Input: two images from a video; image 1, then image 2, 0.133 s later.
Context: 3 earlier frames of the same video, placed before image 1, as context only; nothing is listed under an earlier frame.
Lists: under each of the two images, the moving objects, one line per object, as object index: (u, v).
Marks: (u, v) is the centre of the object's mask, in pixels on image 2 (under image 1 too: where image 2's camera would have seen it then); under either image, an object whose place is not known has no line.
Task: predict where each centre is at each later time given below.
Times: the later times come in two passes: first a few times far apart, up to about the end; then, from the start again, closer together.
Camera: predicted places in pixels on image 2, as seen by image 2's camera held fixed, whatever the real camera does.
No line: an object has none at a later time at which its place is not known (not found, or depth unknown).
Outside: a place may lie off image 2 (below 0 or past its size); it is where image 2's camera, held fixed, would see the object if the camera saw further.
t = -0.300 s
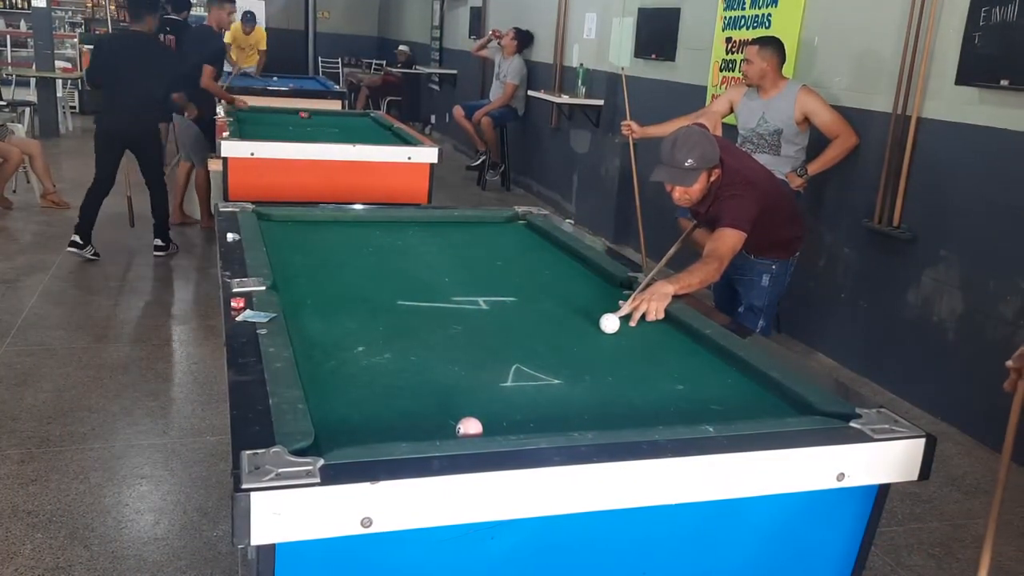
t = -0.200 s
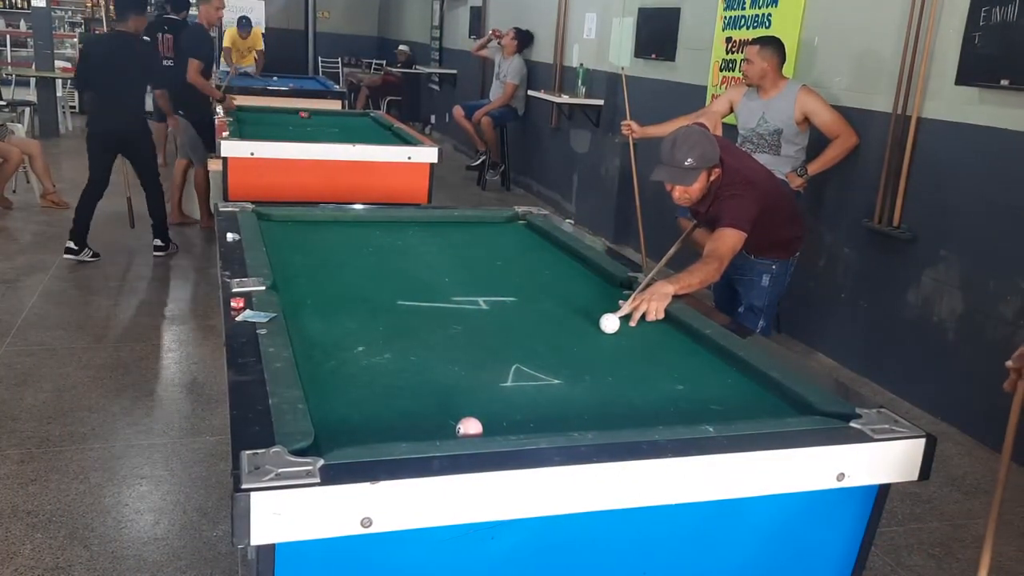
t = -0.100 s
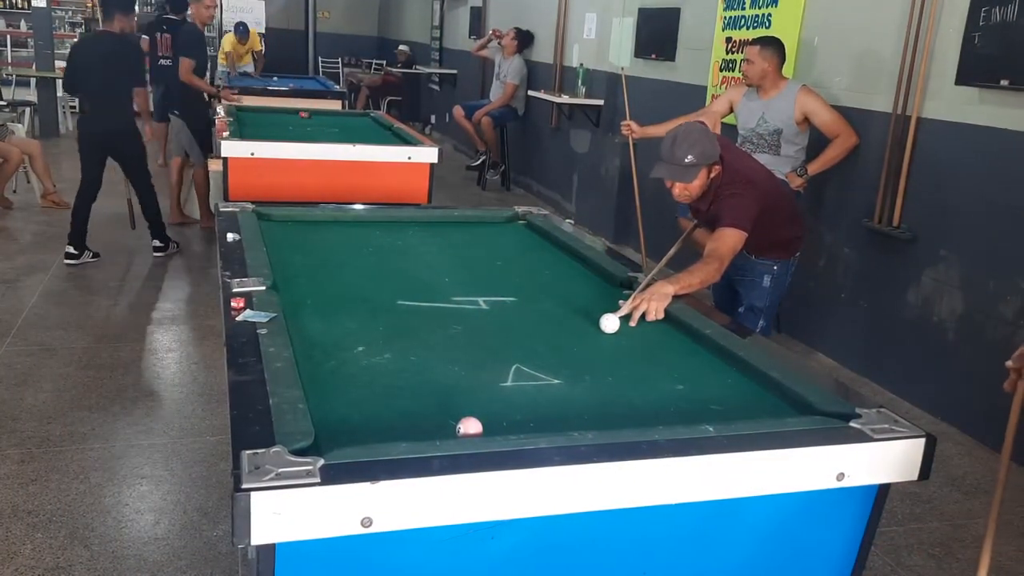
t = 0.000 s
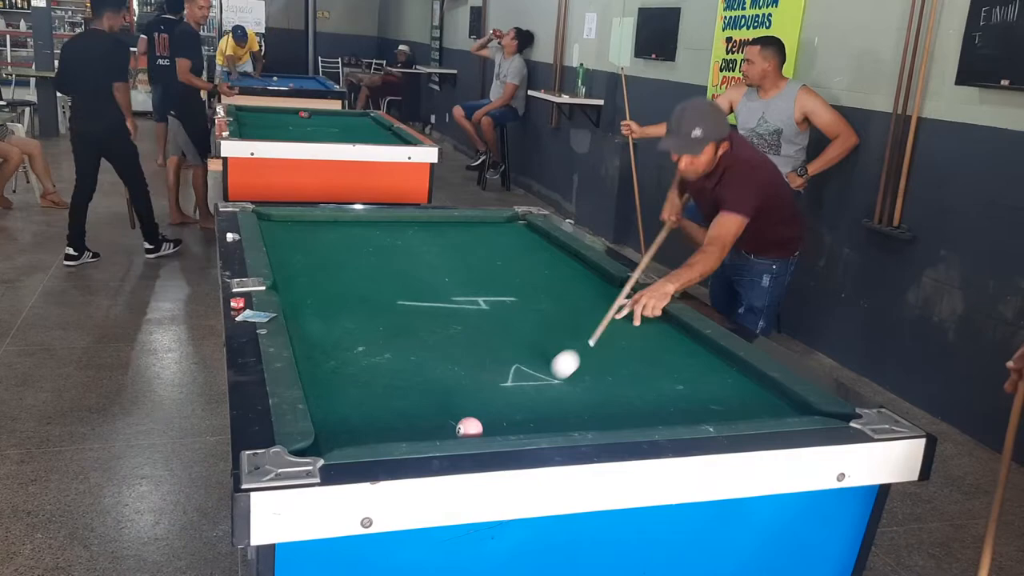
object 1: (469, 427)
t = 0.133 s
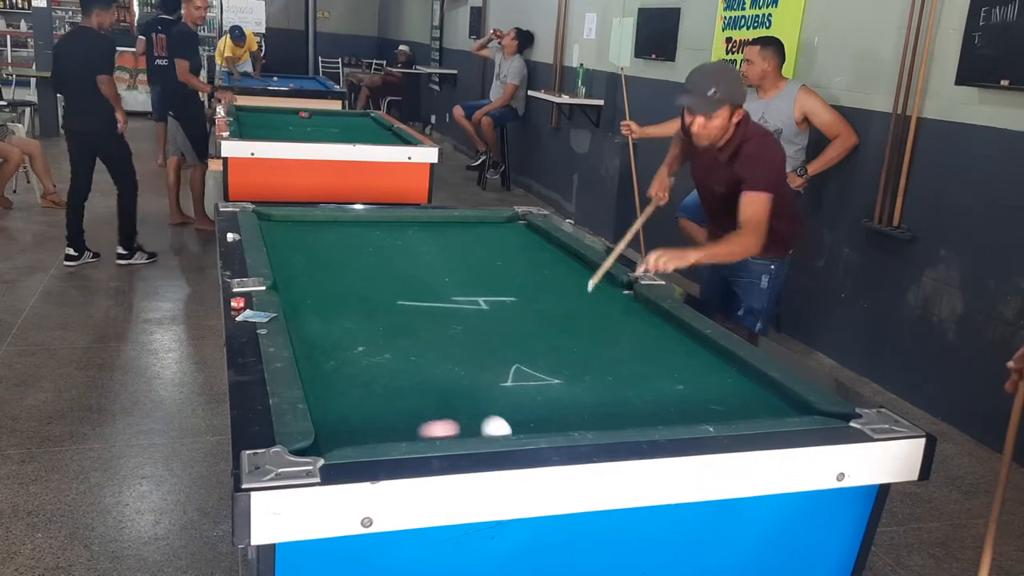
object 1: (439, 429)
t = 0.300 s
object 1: (342, 438)
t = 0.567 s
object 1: (445, 430)
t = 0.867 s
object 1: (548, 423)
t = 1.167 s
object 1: (641, 417)
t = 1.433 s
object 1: (714, 412)
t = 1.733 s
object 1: (790, 407)
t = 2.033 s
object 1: (776, 411)
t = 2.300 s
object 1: (741, 411)
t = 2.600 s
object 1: (708, 410)
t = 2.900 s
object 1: (680, 410)
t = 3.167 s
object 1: (662, 410)
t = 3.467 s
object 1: (642, 409)
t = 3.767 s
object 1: (628, 409)
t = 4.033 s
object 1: (621, 410)
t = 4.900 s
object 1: (618, 410)
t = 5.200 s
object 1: (617, 410)
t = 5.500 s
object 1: (617, 410)
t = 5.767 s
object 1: (619, 410)
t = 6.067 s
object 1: (618, 410)
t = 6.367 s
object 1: (618, 410)
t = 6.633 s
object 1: (618, 410)
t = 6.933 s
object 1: (618, 410)
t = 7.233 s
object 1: (617, 410)
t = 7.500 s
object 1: (618, 410)
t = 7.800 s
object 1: (618, 410)
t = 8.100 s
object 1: (618, 410)
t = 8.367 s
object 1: (618, 410)
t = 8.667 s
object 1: (617, 410)
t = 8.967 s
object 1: (618, 410)
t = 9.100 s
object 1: (618, 410)
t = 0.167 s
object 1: (396, 433)
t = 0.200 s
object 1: (351, 438)
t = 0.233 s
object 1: (326, 443)
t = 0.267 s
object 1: (327, 441)
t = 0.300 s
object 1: (342, 438)
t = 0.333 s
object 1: (356, 437)
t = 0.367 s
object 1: (369, 436)
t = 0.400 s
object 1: (383, 435)
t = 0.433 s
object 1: (395, 434)
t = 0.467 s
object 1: (408, 433)
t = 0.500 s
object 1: (420, 432)
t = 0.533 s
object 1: (433, 431)
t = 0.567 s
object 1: (445, 430)
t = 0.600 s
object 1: (457, 430)
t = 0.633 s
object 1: (469, 429)
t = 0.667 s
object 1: (481, 428)
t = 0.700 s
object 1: (493, 427)
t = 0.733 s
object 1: (504, 426)
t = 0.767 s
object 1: (516, 425)
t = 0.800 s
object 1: (527, 425)
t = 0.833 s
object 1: (537, 424)
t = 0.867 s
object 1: (548, 423)
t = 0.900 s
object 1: (559, 422)
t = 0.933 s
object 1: (570, 422)
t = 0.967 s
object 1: (580, 421)
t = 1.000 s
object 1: (591, 420)
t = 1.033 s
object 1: (601, 419)
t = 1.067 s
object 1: (611, 419)
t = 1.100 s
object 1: (621, 418)
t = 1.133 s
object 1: (631, 417)
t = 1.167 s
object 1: (641, 417)
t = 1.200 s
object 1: (650, 416)
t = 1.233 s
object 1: (660, 415)
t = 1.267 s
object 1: (669, 415)
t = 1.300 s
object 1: (679, 414)
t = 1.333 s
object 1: (688, 414)
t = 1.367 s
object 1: (696, 413)
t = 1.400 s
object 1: (705, 412)
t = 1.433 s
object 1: (714, 412)
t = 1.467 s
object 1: (723, 411)
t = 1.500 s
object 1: (732, 411)
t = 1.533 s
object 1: (740, 410)
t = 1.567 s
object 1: (749, 410)
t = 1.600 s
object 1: (757, 409)
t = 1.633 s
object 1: (766, 408)
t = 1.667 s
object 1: (774, 408)
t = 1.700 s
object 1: (782, 407)
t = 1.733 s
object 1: (790, 407)
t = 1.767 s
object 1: (798, 407)
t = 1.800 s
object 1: (802, 407)
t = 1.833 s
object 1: (799, 408)
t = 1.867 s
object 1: (795, 408)
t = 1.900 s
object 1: (791, 409)
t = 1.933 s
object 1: (787, 410)
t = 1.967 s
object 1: (784, 411)
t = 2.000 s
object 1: (780, 411)
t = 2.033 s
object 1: (776, 411)
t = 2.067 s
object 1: (771, 411)
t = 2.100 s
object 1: (767, 411)
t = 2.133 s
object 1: (762, 411)
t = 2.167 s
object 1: (758, 411)
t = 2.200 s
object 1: (754, 411)
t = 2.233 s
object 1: (750, 411)
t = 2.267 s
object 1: (745, 411)
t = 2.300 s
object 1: (741, 411)
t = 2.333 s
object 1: (737, 410)
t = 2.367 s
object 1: (734, 411)
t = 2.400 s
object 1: (730, 411)
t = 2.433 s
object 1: (726, 411)
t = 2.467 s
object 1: (722, 411)
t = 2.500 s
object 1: (719, 411)
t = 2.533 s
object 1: (715, 410)
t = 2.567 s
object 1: (711, 410)
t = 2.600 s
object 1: (708, 410)
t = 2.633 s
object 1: (705, 410)
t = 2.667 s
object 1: (701, 410)
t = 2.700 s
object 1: (698, 410)
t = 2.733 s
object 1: (695, 410)
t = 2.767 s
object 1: (692, 410)
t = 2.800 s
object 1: (689, 410)
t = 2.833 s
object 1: (686, 410)
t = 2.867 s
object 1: (683, 410)
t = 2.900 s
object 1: (680, 410)
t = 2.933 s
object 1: (677, 410)
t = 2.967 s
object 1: (674, 410)
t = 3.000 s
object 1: (671, 410)
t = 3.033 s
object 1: (669, 410)
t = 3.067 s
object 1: (667, 410)
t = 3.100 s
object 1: (665, 410)
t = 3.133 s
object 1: (664, 410)
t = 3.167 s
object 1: (662, 410)
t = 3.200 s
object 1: (659, 410)
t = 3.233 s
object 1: (657, 410)
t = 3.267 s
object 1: (654, 410)
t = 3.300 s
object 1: (651, 409)
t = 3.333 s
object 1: (649, 409)
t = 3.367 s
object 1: (647, 409)
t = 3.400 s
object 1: (645, 410)
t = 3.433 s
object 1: (643, 410)
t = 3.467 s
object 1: (642, 409)
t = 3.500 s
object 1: (640, 409)
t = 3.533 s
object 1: (638, 409)
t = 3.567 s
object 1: (636, 409)
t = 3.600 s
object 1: (635, 410)
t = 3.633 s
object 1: (633, 410)
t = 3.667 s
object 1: (632, 410)
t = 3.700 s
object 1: (631, 409)
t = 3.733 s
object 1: (630, 409)
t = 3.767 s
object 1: (628, 409)
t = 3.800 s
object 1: (628, 409)
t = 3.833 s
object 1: (626, 410)
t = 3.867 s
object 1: (625, 410)
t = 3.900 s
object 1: (624, 410)
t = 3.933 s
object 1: (623, 410)
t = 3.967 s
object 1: (623, 410)
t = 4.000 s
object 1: (622, 410)
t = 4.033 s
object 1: (621, 410)
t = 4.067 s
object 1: (620, 410)
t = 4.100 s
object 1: (620, 410)
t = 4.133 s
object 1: (619, 410)
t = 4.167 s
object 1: (615, 406)
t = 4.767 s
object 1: (618, 410)
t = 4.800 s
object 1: (618, 410)
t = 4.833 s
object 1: (618, 410)
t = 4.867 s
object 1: (618, 410)
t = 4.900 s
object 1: (618, 410)
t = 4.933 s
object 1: (618, 410)
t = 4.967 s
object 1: (618, 410)
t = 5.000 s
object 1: (618, 410)
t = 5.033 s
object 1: (618, 410)
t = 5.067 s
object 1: (618, 410)
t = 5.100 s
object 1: (618, 410)
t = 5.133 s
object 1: (618, 410)
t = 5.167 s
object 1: (618, 410)
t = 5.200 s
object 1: (617, 410)
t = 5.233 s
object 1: (618, 410)
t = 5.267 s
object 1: (617, 410)
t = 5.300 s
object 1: (618, 410)
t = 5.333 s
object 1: (618, 410)
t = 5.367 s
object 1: (618, 410)
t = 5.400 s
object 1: (618, 410)
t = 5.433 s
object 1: (617, 410)
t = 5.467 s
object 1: (617, 410)
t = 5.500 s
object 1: (617, 410)
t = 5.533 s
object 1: (617, 410)
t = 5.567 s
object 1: (617, 410)
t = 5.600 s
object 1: (617, 410)
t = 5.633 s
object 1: (618, 410)
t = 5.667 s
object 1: (618, 410)
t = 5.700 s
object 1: (619, 410)
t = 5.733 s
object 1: (619, 410)
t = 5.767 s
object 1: (619, 410)
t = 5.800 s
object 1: (618, 410)
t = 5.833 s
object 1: (618, 410)
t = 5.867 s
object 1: (618, 410)
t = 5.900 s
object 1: (617, 410)
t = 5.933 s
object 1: (618, 410)
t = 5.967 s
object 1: (618, 410)
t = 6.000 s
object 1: (618, 410)
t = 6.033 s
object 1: (618, 410)
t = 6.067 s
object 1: (618, 410)
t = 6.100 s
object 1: (618, 410)
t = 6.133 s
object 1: (618, 410)
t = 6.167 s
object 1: (618, 410)
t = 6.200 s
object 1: (618, 410)
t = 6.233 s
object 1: (618, 410)
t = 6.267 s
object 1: (618, 410)
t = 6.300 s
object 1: (618, 410)
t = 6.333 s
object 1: (618, 410)
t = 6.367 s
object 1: (618, 410)
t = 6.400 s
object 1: (618, 410)
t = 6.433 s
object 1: (618, 410)
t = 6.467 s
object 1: (618, 410)
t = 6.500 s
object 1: (618, 410)
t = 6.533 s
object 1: (618, 410)
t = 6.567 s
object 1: (618, 410)
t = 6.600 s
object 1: (618, 410)
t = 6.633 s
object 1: (618, 410)
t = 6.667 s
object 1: (618, 410)
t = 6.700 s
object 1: (618, 410)
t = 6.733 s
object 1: (618, 410)
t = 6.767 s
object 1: (618, 410)
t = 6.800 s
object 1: (618, 410)
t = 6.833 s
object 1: (618, 410)
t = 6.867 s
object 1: (618, 410)
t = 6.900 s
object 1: (618, 410)
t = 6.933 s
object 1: (618, 410)
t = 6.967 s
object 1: (618, 410)
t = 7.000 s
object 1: (618, 410)
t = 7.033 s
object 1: (618, 410)
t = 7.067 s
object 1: (618, 410)
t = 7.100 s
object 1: (618, 410)
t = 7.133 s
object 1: (618, 410)
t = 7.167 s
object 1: (618, 410)
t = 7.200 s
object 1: (618, 410)
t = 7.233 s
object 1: (617, 410)
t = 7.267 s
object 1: (617, 410)
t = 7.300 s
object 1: (618, 410)
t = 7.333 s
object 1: (617, 410)
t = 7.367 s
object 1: (617, 410)
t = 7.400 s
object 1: (618, 410)
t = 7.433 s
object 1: (618, 410)
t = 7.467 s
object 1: (618, 410)
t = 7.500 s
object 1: (618, 410)
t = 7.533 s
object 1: (618, 410)
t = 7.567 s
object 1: (618, 410)
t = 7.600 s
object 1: (618, 410)
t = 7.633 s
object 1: (618, 410)
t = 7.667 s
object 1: (618, 410)
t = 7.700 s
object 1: (618, 410)
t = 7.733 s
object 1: (618, 410)
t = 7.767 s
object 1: (618, 410)
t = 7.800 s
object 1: (618, 410)
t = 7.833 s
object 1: (618, 410)
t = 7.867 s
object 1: (618, 410)
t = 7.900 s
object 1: (618, 410)
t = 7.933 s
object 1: (618, 410)
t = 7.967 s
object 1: (618, 410)
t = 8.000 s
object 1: (618, 410)
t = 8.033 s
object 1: (618, 410)
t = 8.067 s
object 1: (618, 410)
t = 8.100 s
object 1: (618, 410)
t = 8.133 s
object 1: (618, 410)
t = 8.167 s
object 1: (618, 410)
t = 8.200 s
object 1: (618, 410)
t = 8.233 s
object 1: (618, 410)
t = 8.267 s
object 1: (618, 410)
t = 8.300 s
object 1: (618, 410)
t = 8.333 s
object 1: (618, 410)
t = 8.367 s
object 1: (618, 410)
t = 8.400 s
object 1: (618, 410)
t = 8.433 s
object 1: (617, 410)
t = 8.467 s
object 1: (618, 410)
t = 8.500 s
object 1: (618, 410)
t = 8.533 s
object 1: (618, 410)
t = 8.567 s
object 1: (618, 410)
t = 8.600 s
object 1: (618, 410)
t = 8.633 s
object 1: (618, 410)
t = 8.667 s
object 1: (617, 410)
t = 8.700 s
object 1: (617, 410)
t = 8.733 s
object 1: (618, 410)
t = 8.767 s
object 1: (618, 410)
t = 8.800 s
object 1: (618, 410)
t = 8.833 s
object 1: (618, 410)
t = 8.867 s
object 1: (618, 410)
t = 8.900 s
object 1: (618, 410)
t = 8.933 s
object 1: (617, 410)
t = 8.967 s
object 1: (618, 410)
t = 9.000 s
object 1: (618, 410)
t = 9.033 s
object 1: (618, 410)
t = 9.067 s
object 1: (618, 410)
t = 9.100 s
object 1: (618, 410)
